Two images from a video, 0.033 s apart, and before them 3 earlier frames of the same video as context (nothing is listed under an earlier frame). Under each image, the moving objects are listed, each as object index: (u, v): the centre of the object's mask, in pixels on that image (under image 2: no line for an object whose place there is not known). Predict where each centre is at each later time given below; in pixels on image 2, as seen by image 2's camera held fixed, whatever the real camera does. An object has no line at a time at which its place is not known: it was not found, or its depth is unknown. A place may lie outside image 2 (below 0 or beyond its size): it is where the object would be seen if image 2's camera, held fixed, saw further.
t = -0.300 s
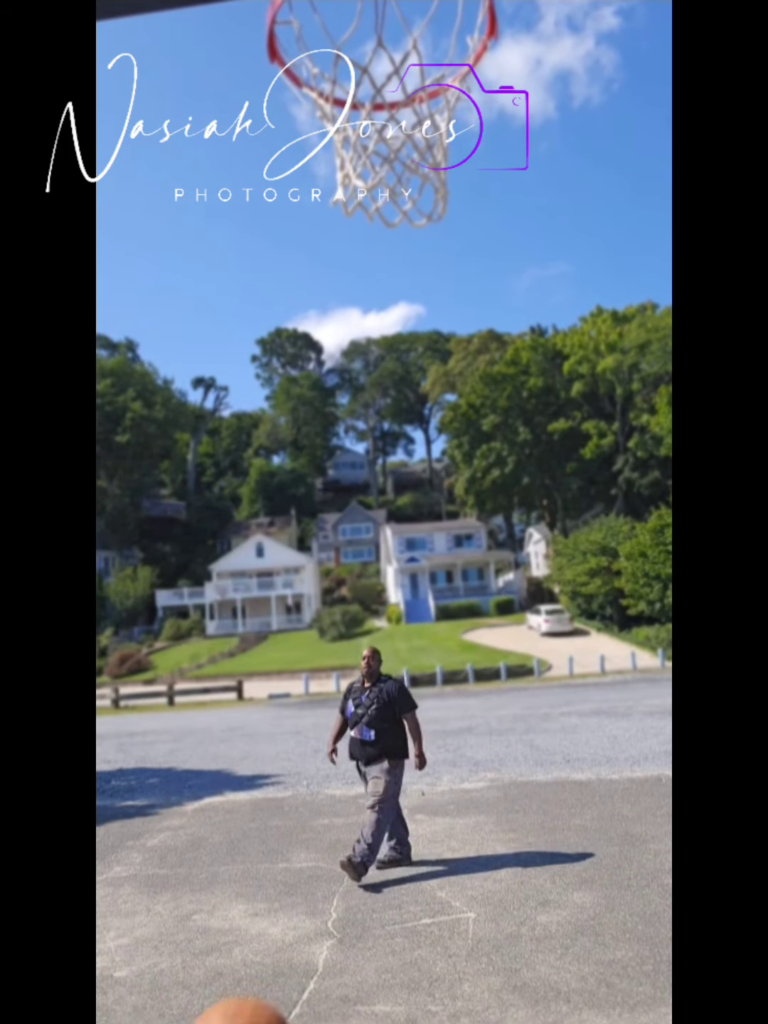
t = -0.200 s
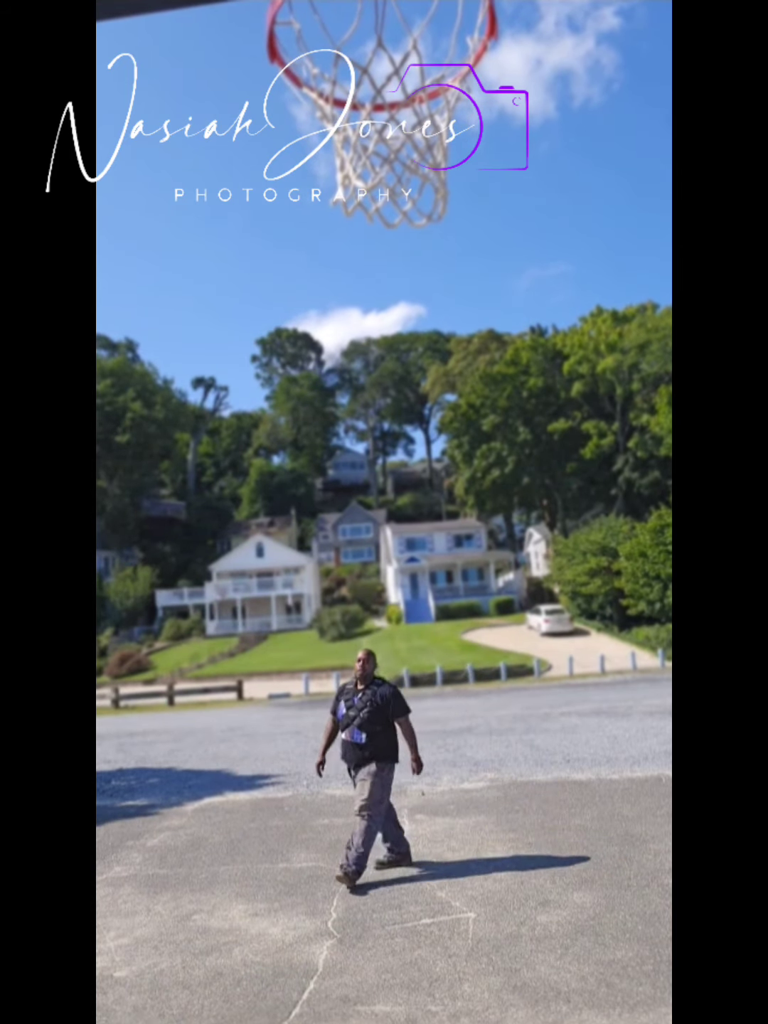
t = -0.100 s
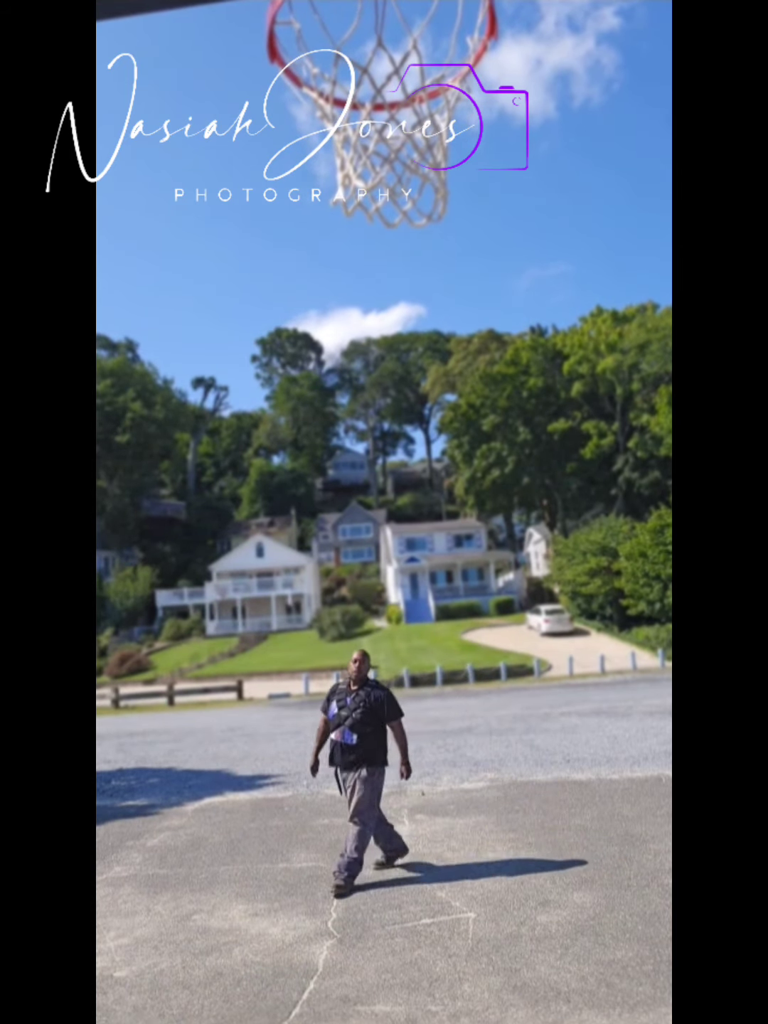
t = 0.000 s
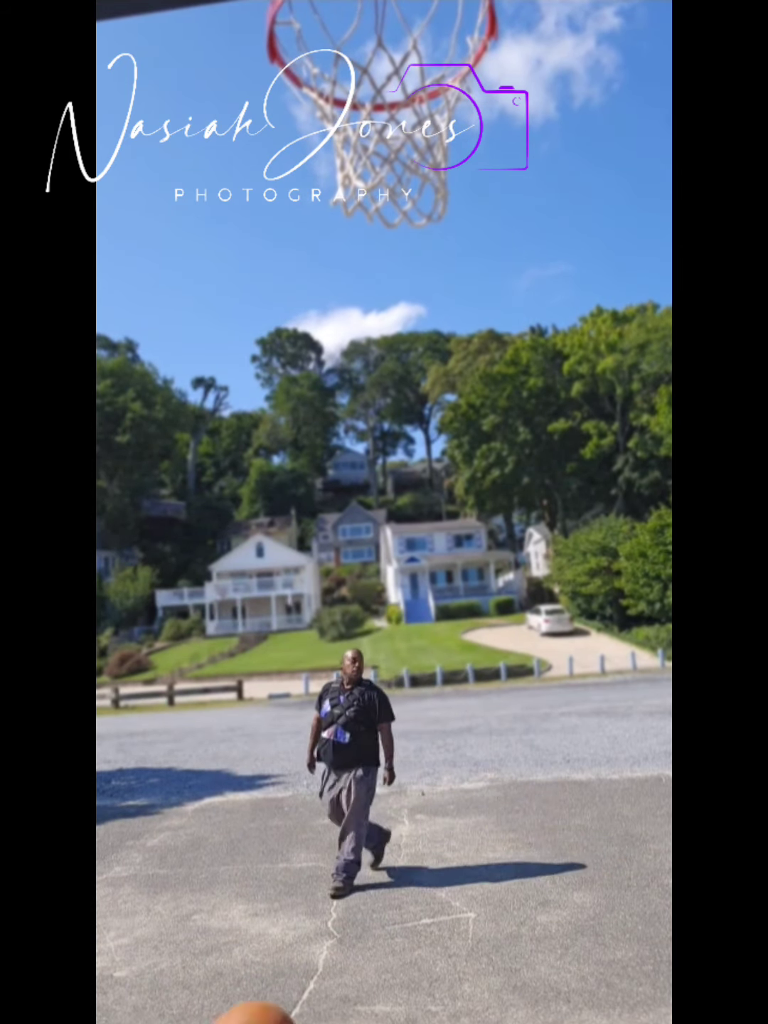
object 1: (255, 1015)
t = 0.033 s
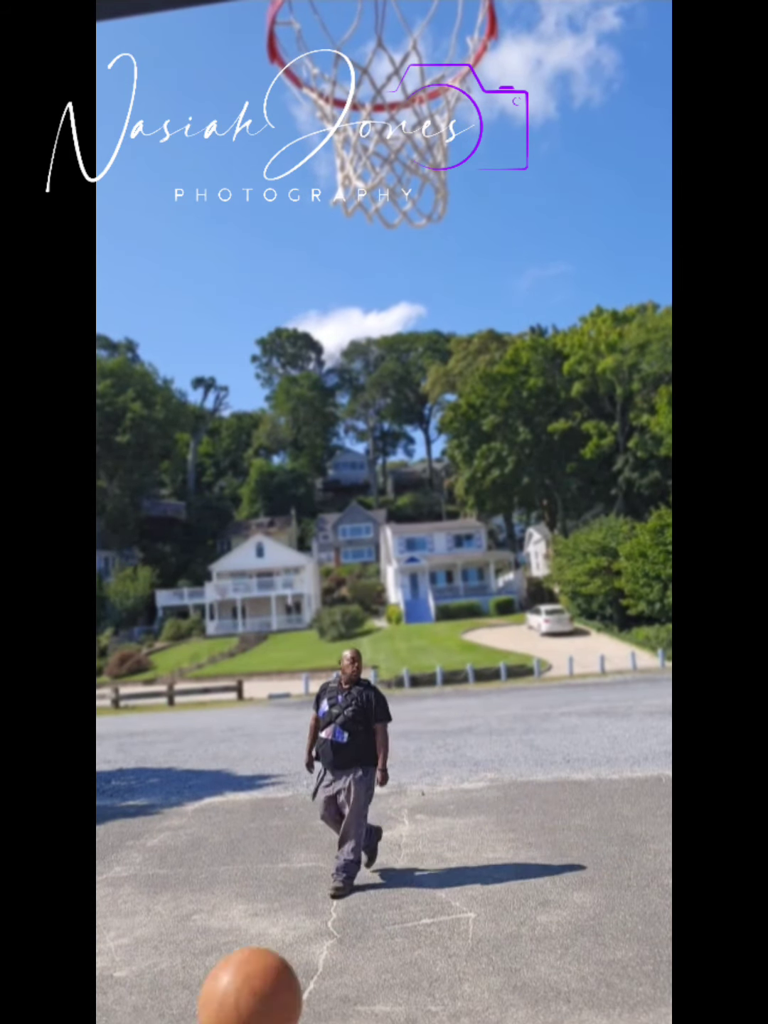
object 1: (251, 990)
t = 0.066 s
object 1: (249, 956)
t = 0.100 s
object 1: (248, 912)
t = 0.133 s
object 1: (248, 875)
